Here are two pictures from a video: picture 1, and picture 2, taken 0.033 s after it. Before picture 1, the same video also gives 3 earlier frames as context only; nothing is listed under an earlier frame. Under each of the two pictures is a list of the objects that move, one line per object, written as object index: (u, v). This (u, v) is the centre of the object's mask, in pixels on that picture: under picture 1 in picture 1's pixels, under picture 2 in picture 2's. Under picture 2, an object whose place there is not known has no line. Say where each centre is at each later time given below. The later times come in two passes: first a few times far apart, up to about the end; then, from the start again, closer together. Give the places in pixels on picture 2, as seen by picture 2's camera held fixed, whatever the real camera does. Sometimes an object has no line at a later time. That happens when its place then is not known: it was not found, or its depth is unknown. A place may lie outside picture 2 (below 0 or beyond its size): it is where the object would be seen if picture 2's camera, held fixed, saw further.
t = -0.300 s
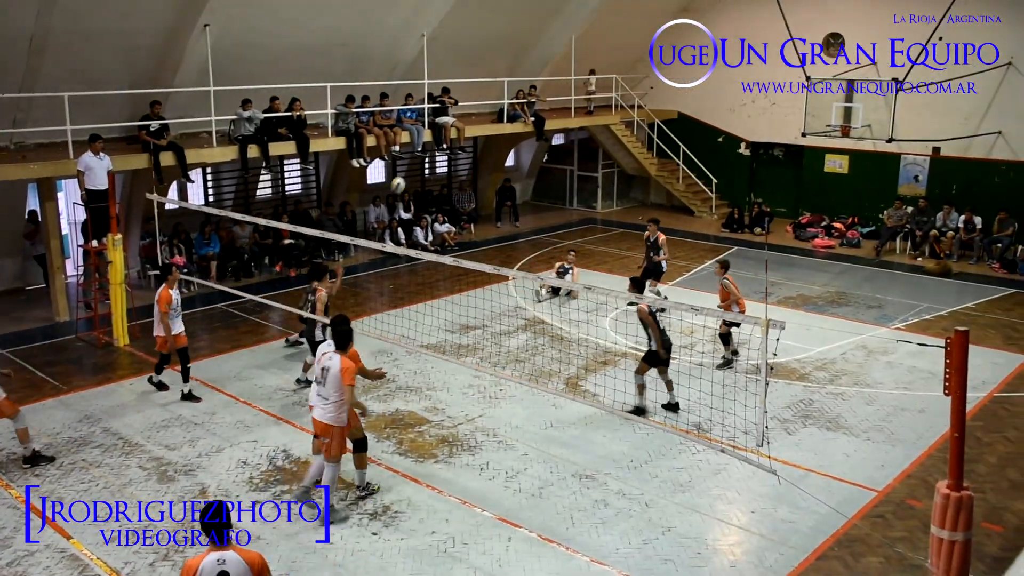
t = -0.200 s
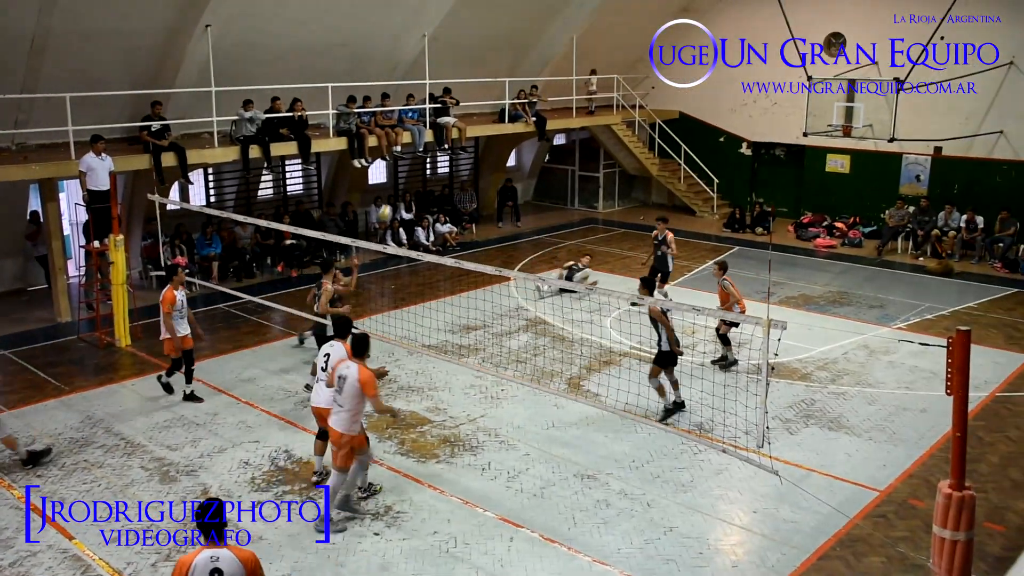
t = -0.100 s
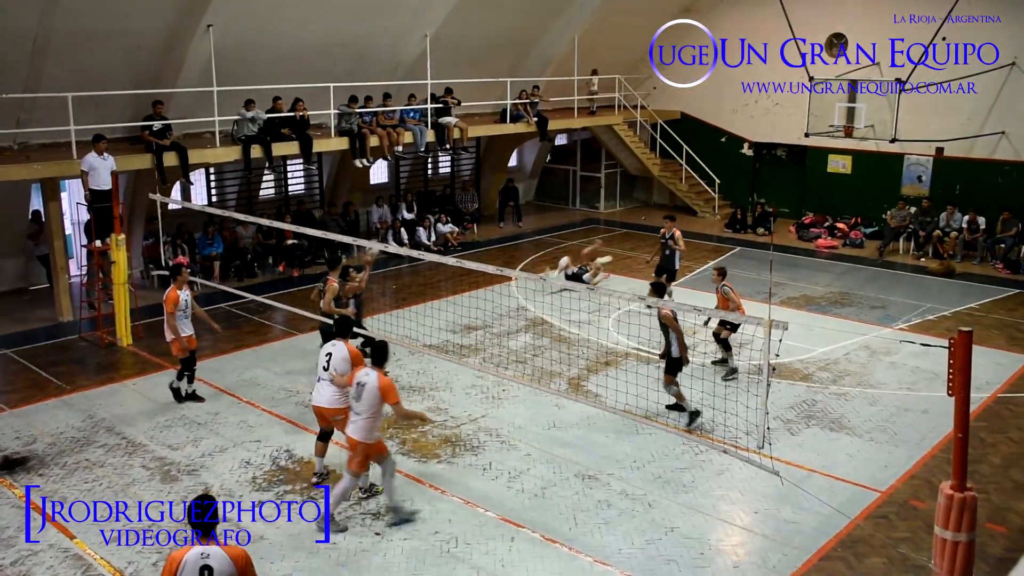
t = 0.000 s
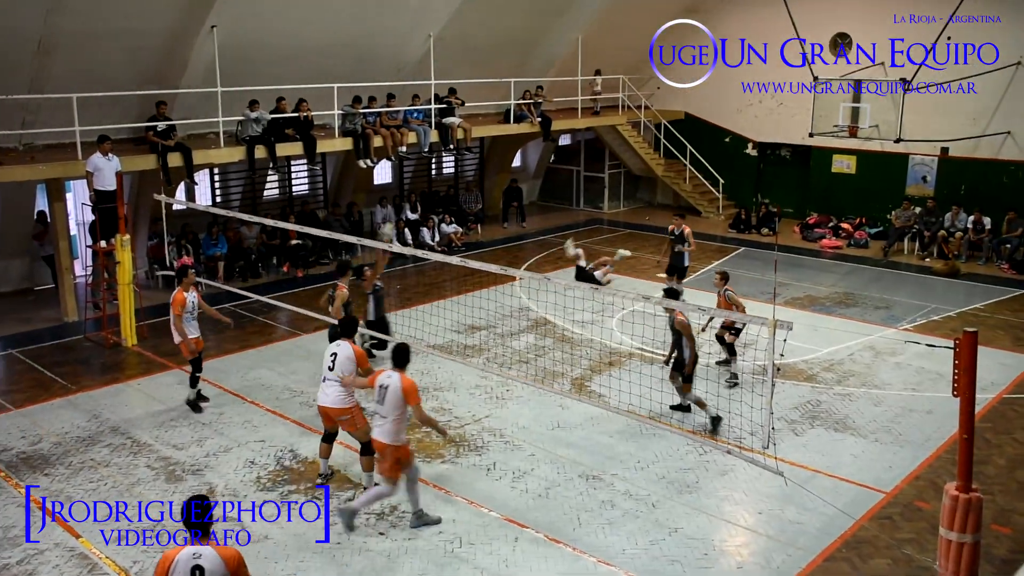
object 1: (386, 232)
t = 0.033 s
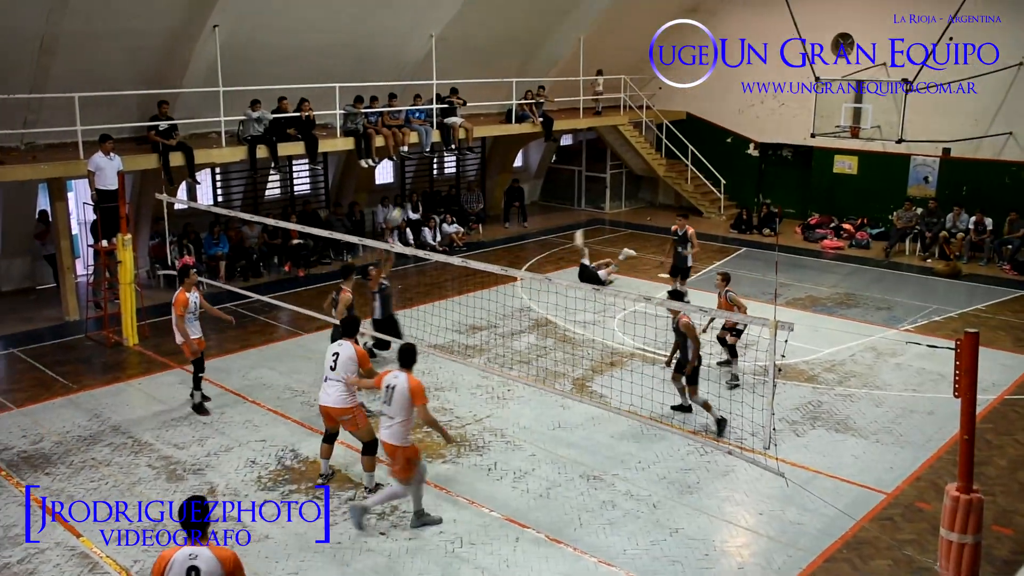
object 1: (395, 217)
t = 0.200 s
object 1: (435, 152)
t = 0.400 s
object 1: (488, 97)
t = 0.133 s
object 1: (419, 177)
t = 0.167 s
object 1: (426, 164)
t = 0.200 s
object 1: (435, 152)
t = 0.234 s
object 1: (442, 142)
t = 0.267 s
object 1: (451, 132)
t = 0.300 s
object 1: (461, 120)
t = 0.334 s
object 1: (469, 113)
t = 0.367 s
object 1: (478, 104)
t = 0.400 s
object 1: (488, 97)
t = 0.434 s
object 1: (497, 92)
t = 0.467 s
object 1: (507, 86)
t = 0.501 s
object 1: (516, 82)
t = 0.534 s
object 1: (525, 80)
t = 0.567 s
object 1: (535, 78)
